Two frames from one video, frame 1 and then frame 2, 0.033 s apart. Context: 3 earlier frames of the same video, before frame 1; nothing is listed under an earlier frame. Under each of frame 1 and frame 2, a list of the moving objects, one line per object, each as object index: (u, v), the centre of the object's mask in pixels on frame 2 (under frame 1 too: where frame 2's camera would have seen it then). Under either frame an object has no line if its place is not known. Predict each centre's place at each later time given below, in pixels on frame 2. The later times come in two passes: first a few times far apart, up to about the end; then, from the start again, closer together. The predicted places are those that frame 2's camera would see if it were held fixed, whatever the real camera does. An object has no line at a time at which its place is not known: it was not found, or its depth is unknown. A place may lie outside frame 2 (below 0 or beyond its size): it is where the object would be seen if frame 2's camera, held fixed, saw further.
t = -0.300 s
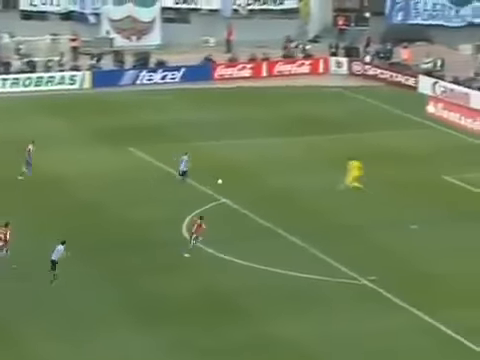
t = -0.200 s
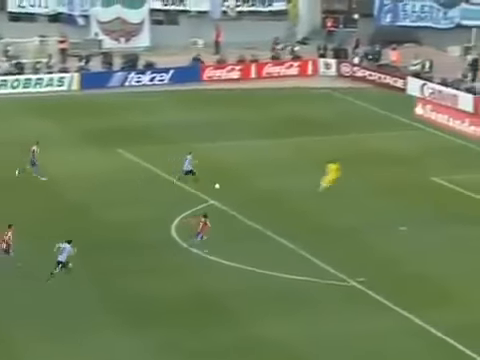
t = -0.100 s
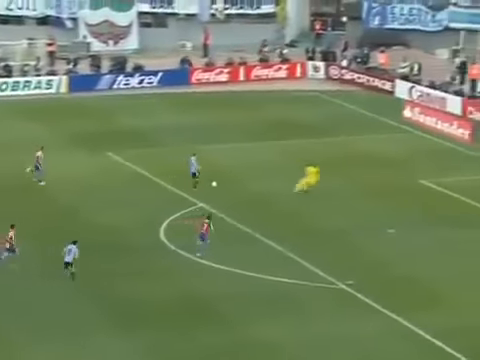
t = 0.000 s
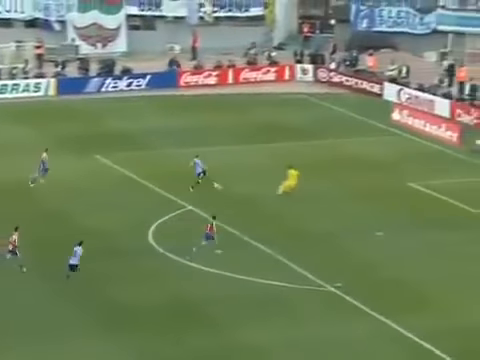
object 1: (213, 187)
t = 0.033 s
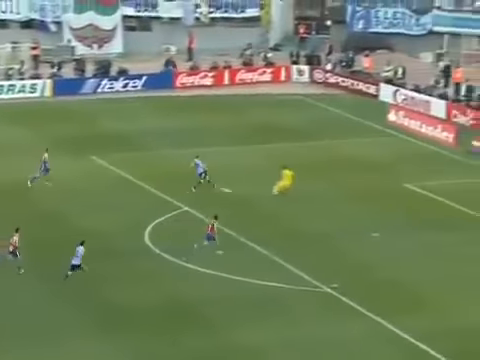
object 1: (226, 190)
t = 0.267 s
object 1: (304, 192)
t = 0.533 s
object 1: (386, 201)
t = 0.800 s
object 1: (455, 203)
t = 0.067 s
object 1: (237, 191)
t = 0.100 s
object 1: (248, 190)
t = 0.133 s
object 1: (259, 189)
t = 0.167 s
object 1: (269, 190)
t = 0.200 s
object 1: (283, 190)
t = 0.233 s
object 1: (292, 191)
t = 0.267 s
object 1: (304, 192)
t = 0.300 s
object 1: (314, 193)
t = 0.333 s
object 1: (325, 194)
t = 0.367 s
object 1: (336, 196)
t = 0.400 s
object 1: (346, 198)
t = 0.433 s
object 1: (357, 200)
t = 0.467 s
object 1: (367, 202)
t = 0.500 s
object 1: (377, 202)
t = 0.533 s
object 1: (386, 201)
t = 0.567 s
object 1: (395, 201)
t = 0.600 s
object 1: (404, 200)
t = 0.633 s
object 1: (412, 200)
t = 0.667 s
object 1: (421, 200)
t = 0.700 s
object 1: (429, 200)
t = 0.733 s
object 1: (438, 200)
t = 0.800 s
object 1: (455, 203)
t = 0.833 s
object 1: (464, 205)
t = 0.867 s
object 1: (472, 207)
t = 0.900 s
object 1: (480, 209)
